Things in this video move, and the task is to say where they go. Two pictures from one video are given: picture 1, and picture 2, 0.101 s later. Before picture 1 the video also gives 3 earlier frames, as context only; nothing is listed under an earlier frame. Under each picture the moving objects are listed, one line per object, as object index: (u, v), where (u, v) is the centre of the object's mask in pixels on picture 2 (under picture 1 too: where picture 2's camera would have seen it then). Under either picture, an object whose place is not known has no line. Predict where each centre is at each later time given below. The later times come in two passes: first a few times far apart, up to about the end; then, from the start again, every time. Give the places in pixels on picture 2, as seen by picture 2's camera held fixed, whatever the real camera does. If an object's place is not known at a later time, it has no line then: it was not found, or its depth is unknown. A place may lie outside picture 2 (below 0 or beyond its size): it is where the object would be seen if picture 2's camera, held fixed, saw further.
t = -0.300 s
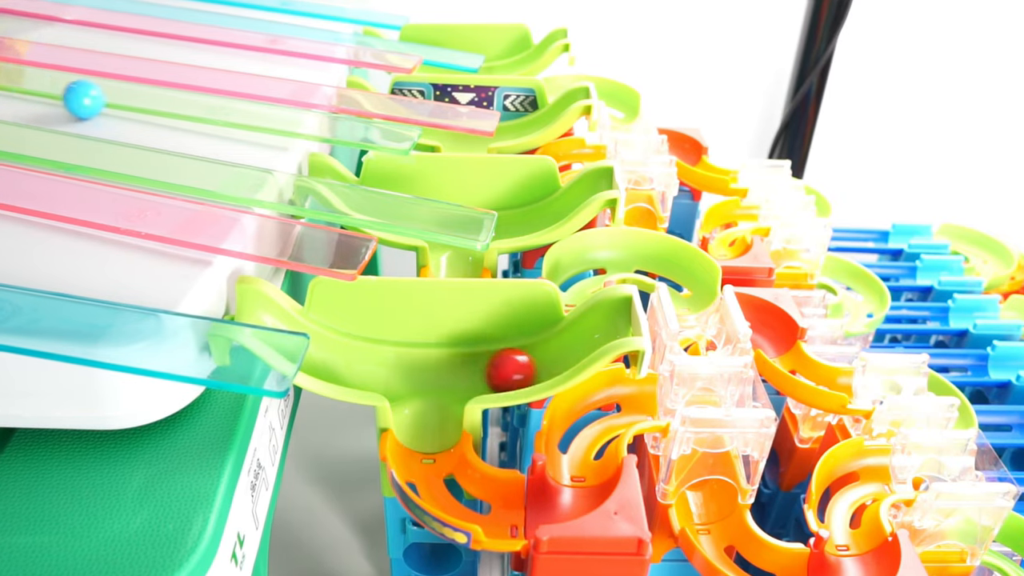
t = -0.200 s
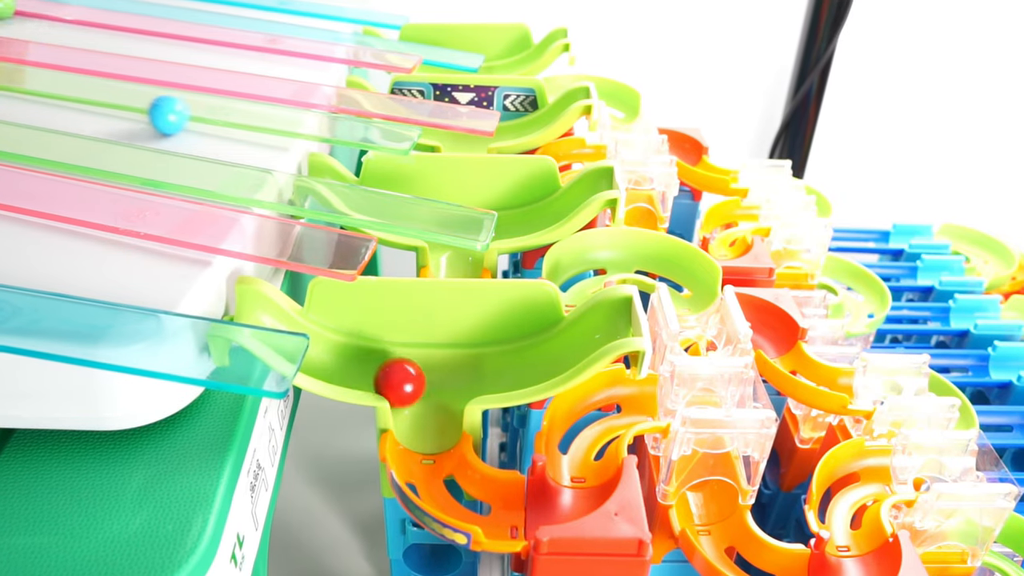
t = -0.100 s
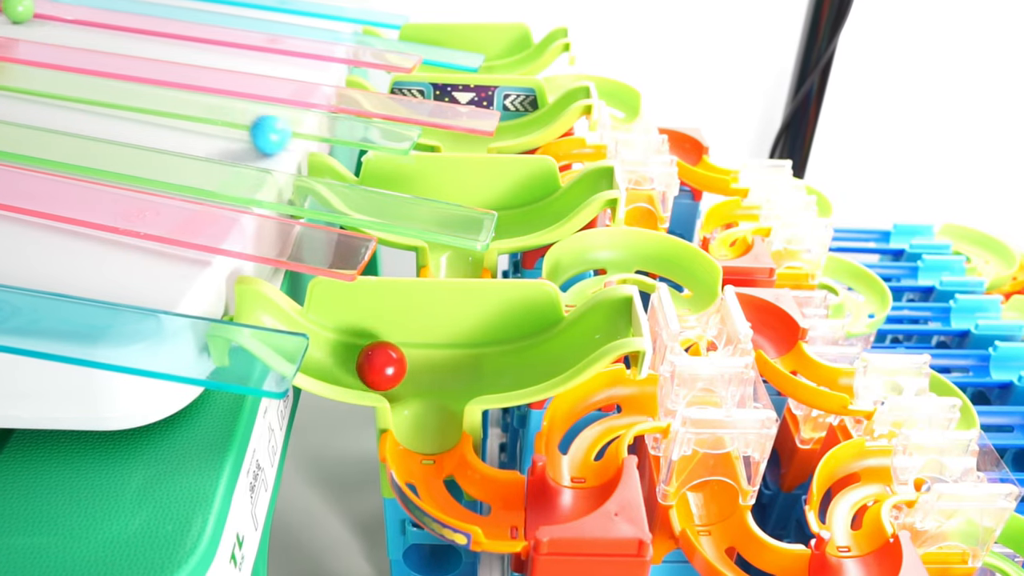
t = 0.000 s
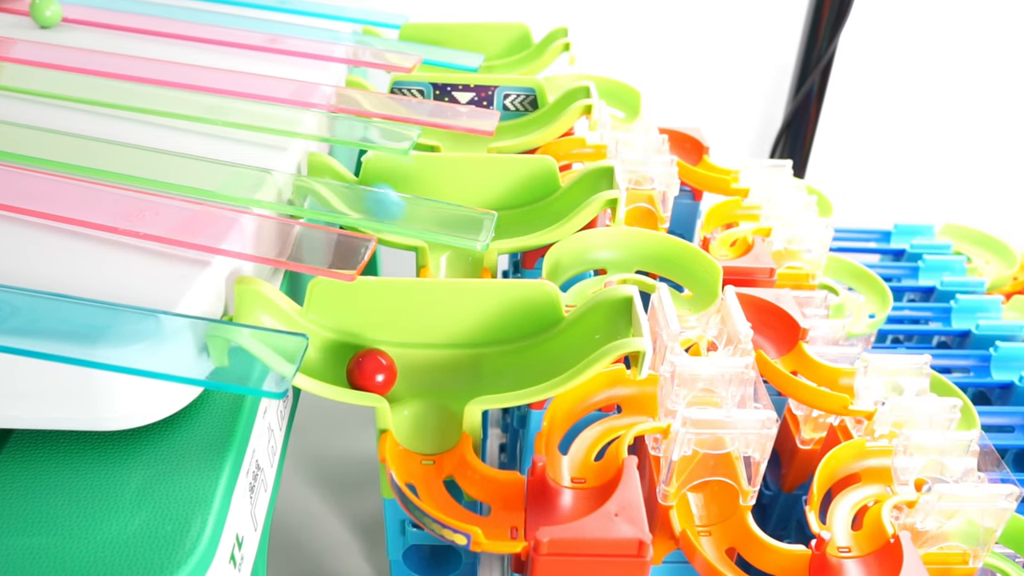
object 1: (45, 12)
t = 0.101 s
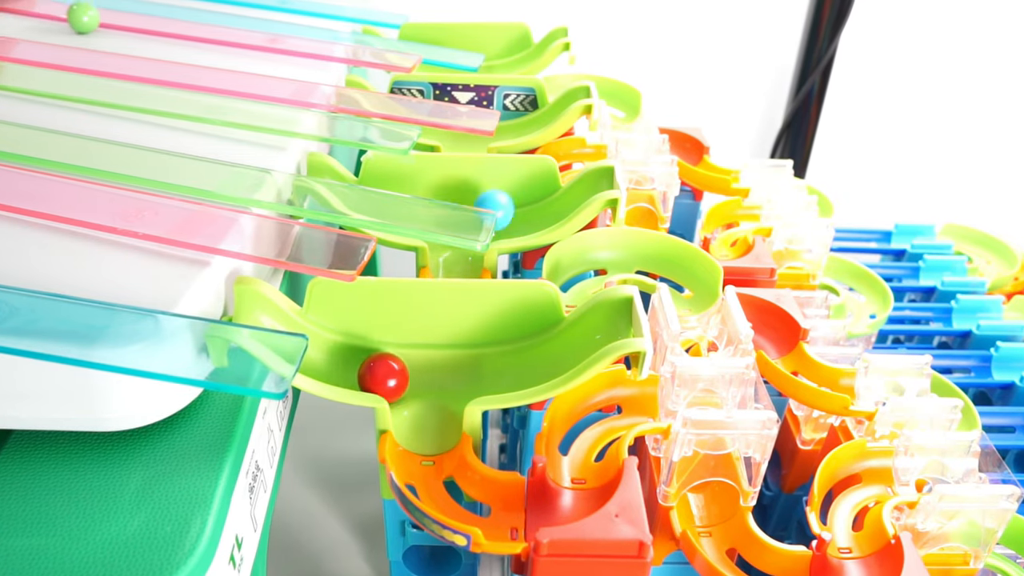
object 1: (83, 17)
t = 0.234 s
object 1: (147, 28)
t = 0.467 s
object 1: (305, 55)
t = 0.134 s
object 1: (98, 20)
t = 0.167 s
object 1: (113, 22)
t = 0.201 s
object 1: (130, 25)
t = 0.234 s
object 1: (147, 28)
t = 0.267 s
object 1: (166, 31)
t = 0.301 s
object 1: (187, 35)
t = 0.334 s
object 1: (208, 38)
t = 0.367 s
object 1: (230, 42)
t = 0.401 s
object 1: (254, 46)
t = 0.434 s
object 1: (279, 50)
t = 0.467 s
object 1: (305, 55)
